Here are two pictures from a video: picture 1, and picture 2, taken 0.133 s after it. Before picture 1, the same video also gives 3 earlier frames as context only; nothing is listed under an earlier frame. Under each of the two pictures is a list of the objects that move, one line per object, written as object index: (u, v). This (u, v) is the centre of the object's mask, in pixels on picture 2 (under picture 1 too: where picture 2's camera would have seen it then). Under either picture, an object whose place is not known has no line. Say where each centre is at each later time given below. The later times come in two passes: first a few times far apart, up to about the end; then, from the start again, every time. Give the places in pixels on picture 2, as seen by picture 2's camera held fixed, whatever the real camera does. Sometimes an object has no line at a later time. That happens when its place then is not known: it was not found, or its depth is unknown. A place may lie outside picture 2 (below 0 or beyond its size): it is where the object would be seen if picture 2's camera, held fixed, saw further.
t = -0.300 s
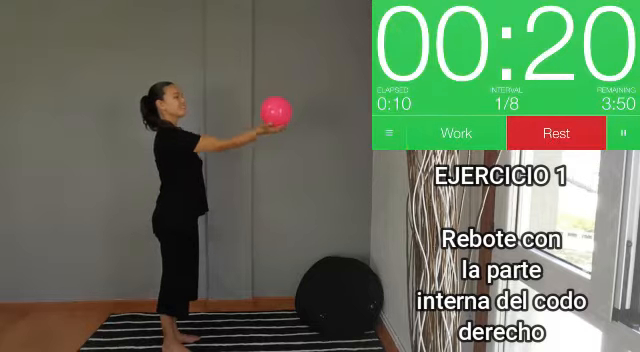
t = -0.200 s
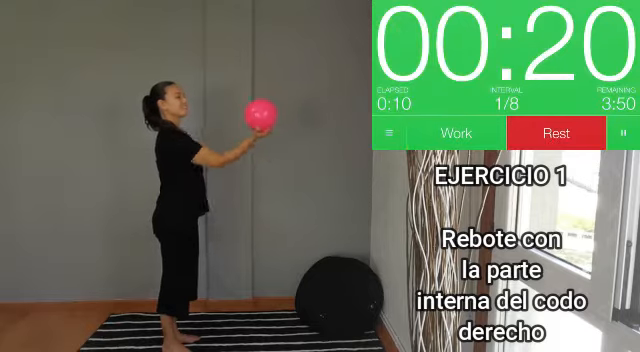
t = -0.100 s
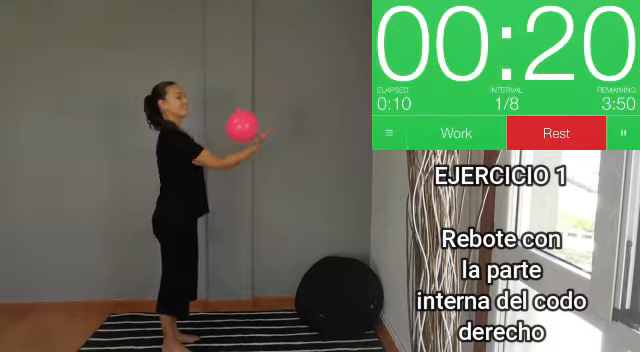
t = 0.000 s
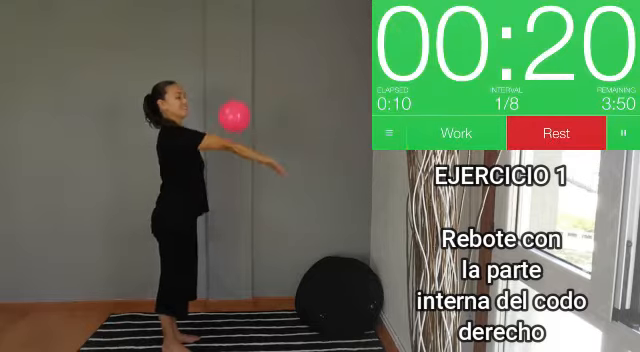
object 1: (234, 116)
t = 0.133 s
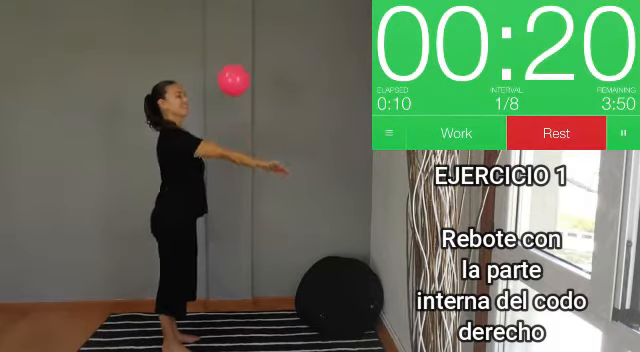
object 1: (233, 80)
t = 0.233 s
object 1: (233, 72)
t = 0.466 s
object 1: (232, 122)
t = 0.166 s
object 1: (233, 75)
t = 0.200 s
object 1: (233, 73)
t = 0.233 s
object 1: (233, 72)
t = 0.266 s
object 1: (233, 74)
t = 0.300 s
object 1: (232, 76)
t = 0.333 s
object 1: (232, 81)
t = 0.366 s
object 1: (232, 89)
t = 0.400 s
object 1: (232, 98)
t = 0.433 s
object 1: (232, 108)
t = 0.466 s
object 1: (232, 122)
